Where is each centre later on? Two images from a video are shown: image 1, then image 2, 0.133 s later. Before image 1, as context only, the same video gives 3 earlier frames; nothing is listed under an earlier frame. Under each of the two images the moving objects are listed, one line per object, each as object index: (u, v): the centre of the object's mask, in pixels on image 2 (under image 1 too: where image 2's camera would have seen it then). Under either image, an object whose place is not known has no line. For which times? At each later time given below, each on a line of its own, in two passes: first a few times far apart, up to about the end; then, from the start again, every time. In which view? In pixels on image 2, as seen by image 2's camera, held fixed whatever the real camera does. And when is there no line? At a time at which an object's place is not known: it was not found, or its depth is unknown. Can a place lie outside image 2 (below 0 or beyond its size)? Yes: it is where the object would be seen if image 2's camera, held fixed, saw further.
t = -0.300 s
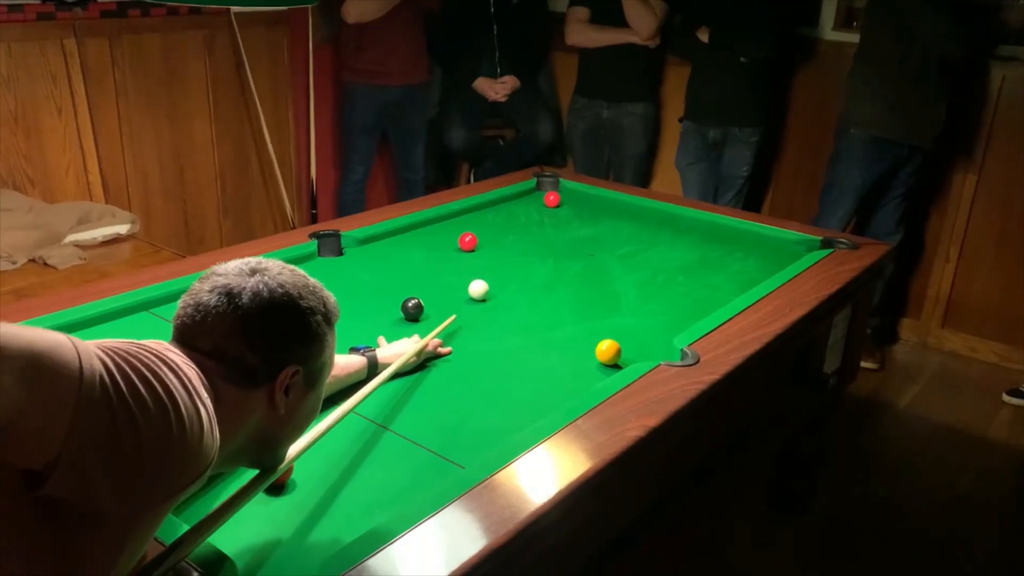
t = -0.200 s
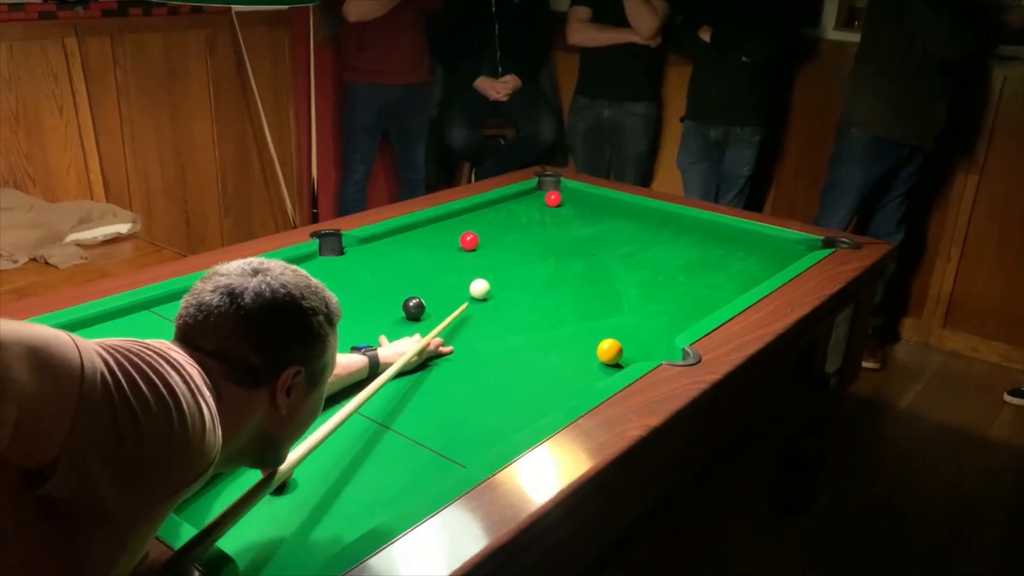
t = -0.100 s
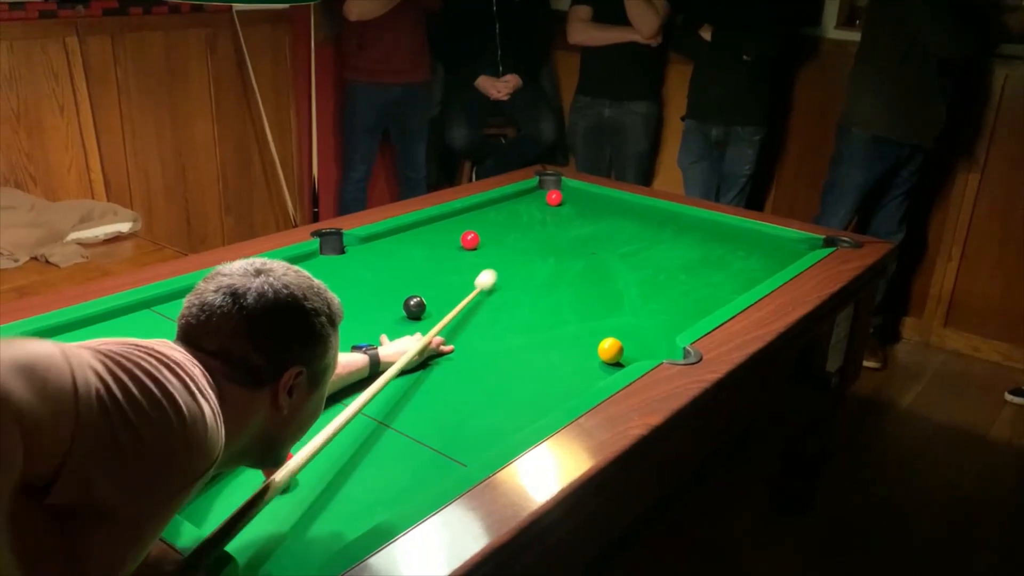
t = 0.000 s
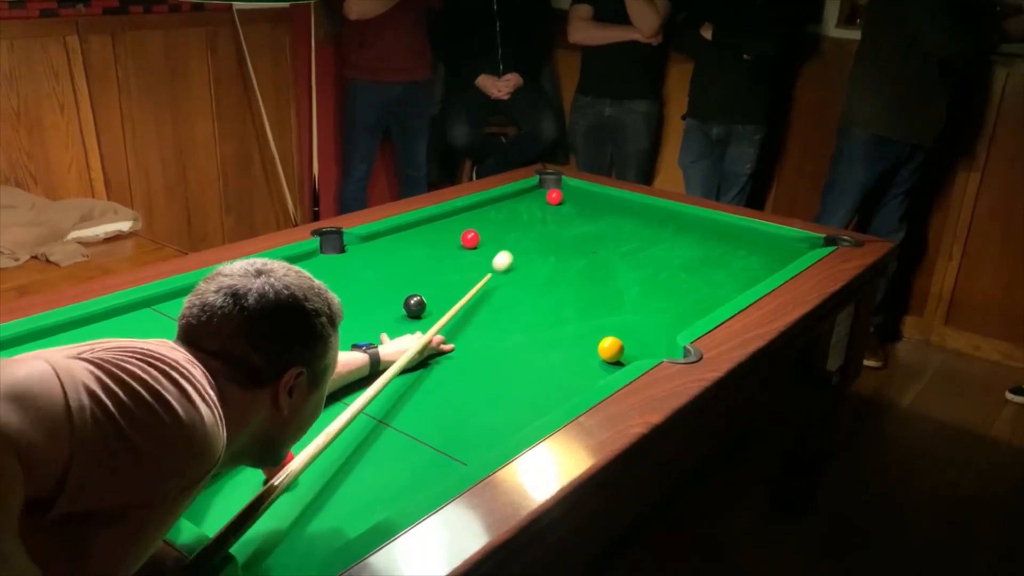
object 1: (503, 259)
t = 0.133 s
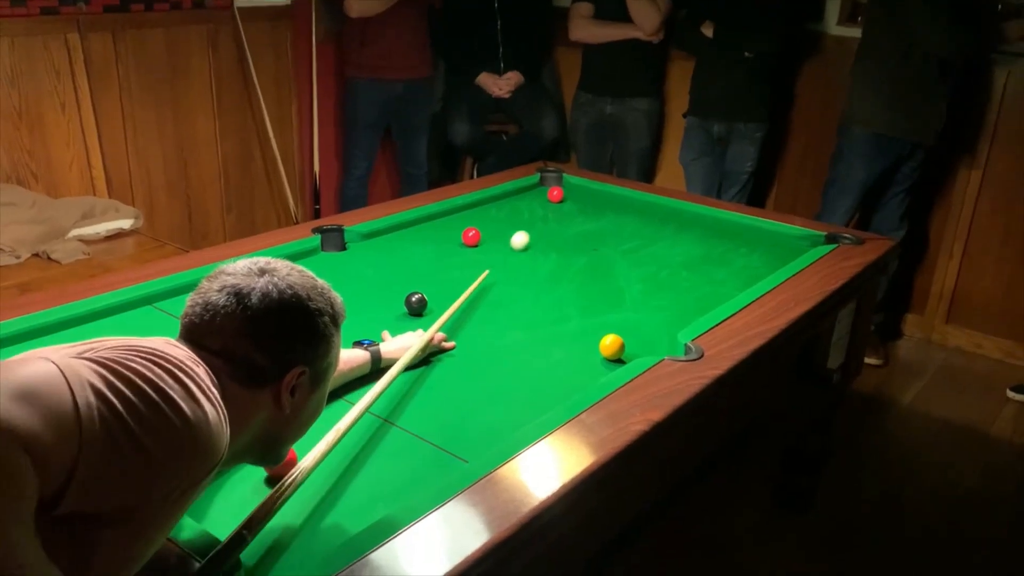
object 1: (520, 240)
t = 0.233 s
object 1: (531, 228)
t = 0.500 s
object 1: (555, 201)
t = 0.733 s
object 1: (577, 197)
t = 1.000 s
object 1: (599, 194)
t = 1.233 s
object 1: (602, 195)
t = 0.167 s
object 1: (523, 236)
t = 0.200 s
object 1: (527, 232)
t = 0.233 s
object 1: (531, 228)
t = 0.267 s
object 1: (534, 224)
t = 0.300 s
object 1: (537, 221)
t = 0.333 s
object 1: (541, 217)
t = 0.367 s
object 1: (544, 214)
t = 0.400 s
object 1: (547, 210)
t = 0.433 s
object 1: (550, 207)
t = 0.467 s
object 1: (553, 204)
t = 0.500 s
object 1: (555, 201)
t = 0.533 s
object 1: (559, 199)
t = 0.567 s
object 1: (562, 199)
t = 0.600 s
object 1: (565, 199)
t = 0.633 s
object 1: (568, 198)
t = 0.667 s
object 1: (571, 198)
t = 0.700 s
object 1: (575, 197)
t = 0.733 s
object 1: (577, 197)
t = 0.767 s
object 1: (580, 197)
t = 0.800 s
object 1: (583, 196)
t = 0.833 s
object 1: (586, 196)
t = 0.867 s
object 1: (589, 195)
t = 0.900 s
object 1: (591, 195)
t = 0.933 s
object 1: (594, 195)
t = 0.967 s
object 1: (596, 194)
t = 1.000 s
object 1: (599, 194)
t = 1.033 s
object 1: (602, 193)
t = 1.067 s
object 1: (604, 193)
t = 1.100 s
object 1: (604, 194)
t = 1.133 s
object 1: (603, 194)
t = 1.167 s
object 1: (603, 194)
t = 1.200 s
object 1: (603, 195)
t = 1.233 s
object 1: (602, 195)
